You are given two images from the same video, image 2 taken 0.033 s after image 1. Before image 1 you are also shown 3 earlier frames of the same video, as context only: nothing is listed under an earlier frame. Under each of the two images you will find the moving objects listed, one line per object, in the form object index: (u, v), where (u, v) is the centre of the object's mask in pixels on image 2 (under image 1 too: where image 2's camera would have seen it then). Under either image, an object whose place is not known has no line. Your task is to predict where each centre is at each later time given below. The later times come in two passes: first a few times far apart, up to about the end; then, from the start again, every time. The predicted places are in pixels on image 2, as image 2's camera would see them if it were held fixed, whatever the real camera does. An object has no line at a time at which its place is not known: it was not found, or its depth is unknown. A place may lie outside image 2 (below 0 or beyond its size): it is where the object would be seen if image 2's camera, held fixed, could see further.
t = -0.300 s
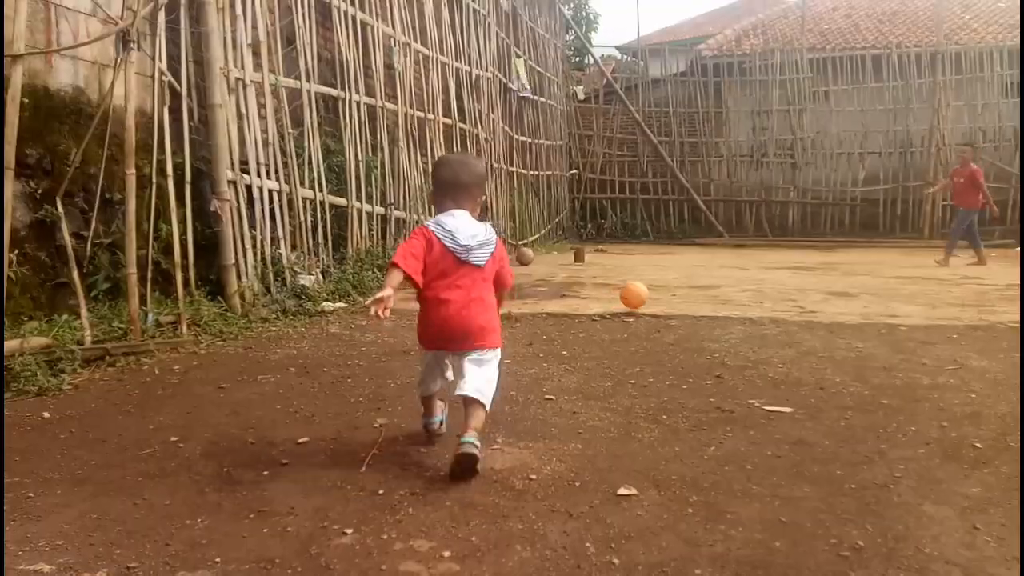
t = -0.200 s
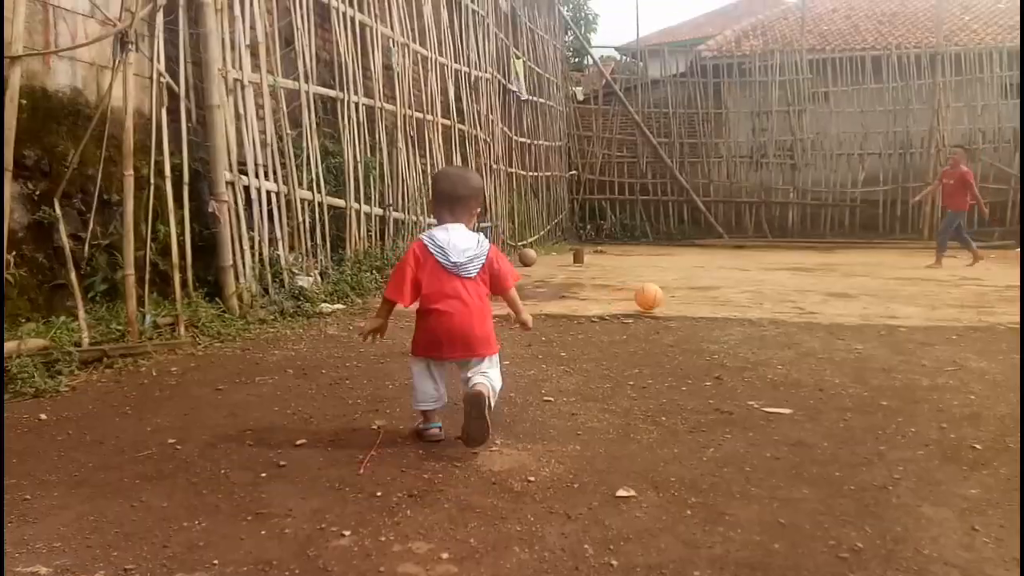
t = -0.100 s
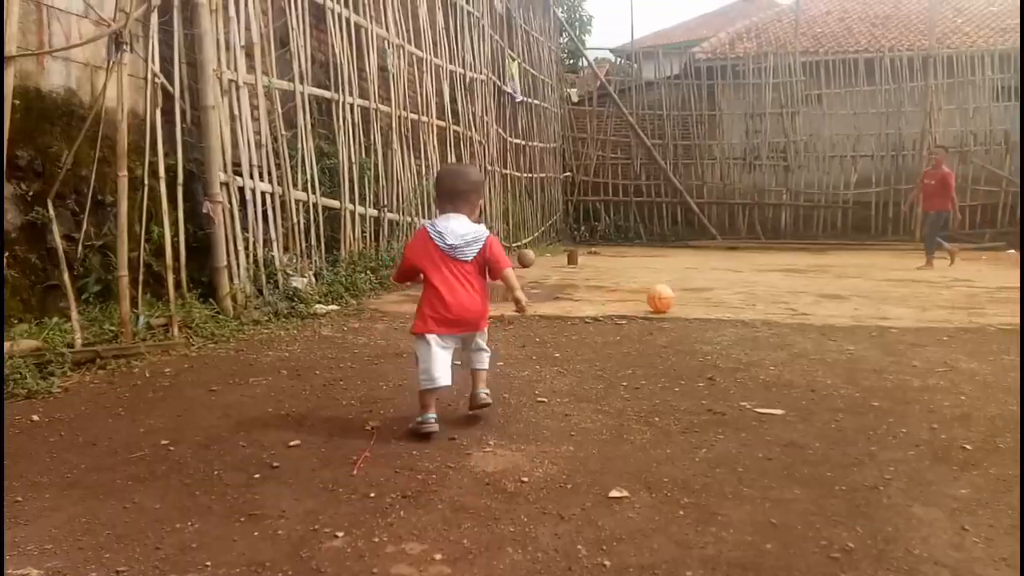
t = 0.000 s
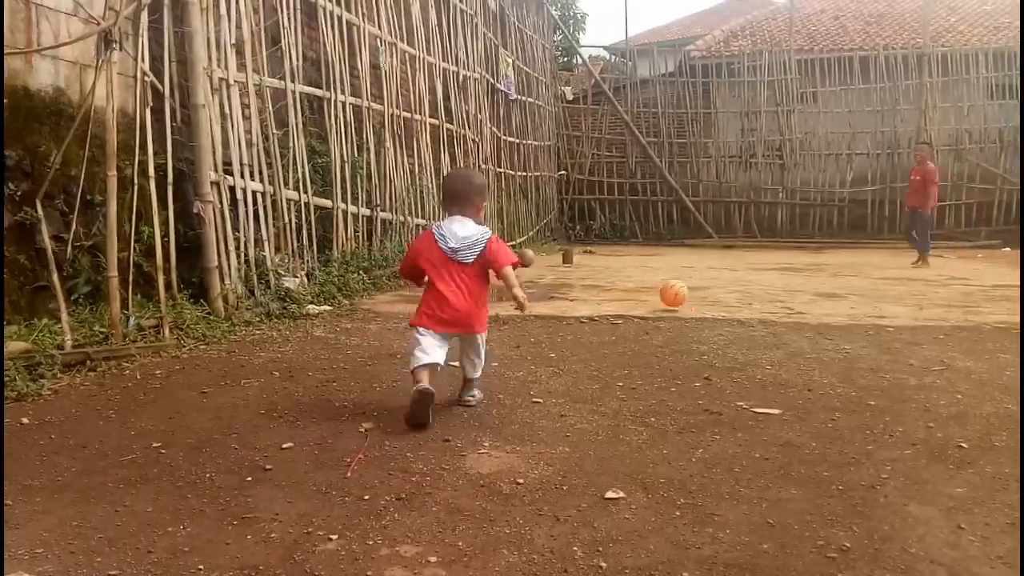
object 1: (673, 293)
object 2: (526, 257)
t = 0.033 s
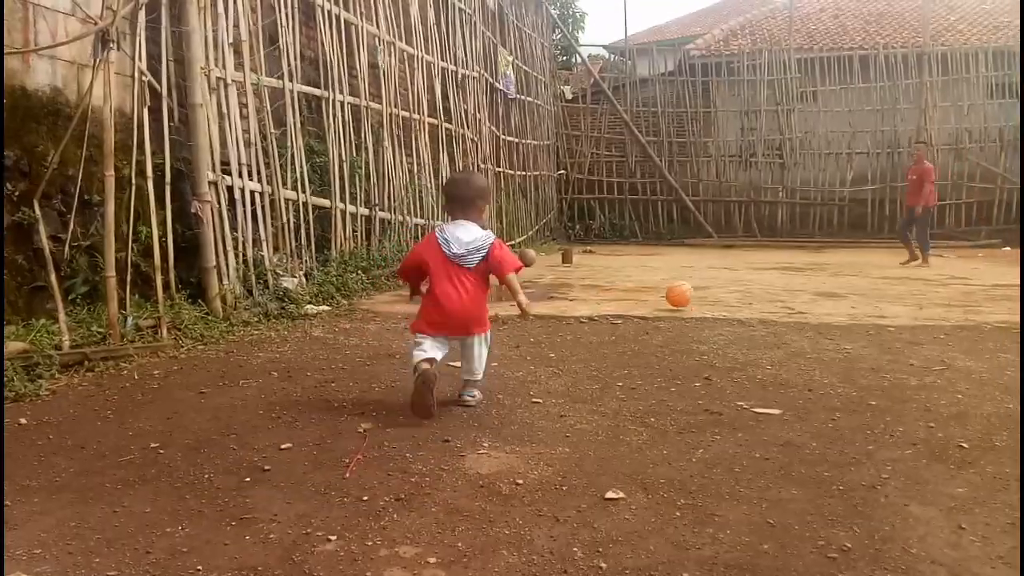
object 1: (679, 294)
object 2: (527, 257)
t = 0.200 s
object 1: (705, 292)
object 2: (539, 257)
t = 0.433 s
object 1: (742, 292)
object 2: (561, 257)
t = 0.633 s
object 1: (770, 291)
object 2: (583, 256)
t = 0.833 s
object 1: (798, 290)
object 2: (609, 255)
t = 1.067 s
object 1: (825, 290)
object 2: (640, 255)
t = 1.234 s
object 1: (845, 287)
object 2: (664, 254)
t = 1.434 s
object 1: (864, 287)
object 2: (692, 253)
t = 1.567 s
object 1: (875, 286)
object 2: (710, 253)
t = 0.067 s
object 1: (684, 296)
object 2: (529, 257)
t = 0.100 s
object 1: (689, 295)
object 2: (531, 257)
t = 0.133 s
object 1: (694, 293)
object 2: (534, 257)
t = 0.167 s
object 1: (699, 291)
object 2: (536, 257)
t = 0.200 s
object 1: (705, 292)
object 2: (539, 257)
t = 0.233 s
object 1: (710, 294)
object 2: (541, 257)
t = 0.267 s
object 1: (714, 296)
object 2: (544, 257)
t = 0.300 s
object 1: (720, 294)
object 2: (548, 257)
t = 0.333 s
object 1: (726, 293)
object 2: (550, 257)
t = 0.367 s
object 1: (732, 294)
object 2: (554, 257)
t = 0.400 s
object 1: (737, 295)
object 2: (557, 257)
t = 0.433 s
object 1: (742, 292)
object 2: (561, 257)
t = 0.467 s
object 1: (746, 291)
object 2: (564, 257)
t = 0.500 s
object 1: (751, 292)
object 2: (567, 257)
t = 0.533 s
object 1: (756, 293)
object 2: (572, 256)
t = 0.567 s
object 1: (760, 293)
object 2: (572, 256)
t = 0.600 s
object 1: (765, 292)
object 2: (574, 256)
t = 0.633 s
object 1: (770, 291)
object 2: (583, 256)
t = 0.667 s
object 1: (774, 292)
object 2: (587, 256)
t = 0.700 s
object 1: (779, 292)
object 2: (591, 255)
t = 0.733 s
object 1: (784, 291)
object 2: (595, 256)
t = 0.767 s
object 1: (788, 292)
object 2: (600, 254)
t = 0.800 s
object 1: (793, 291)
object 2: (604, 254)
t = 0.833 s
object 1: (798, 290)
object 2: (609, 255)
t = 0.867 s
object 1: (802, 290)
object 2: (613, 255)
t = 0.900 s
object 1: (807, 291)
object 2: (617, 254)
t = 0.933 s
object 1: (811, 291)
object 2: (622, 254)
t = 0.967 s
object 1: (814, 289)
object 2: (626, 255)
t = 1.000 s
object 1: (818, 289)
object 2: (630, 255)
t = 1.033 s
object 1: (822, 290)
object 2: (635, 255)
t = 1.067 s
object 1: (825, 290)
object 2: (640, 255)
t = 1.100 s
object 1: (829, 288)
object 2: (645, 255)
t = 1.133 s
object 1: (834, 289)
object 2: (650, 254)
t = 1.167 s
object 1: (837, 290)
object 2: (655, 254)
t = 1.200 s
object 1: (841, 288)
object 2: (659, 254)
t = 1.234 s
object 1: (845, 287)
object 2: (664, 254)
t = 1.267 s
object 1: (848, 288)
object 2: (668, 254)
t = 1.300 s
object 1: (851, 288)
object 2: (673, 254)
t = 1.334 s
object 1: (855, 287)
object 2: (678, 253)
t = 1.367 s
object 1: (858, 287)
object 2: (683, 253)
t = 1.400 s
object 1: (861, 288)
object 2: (687, 253)
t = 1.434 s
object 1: (864, 287)
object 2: (692, 253)
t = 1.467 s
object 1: (867, 287)
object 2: (696, 254)
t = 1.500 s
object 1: (869, 287)
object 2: (701, 253)
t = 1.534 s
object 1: (872, 286)
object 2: (705, 252)
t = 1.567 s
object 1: (875, 286)
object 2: (710, 253)
